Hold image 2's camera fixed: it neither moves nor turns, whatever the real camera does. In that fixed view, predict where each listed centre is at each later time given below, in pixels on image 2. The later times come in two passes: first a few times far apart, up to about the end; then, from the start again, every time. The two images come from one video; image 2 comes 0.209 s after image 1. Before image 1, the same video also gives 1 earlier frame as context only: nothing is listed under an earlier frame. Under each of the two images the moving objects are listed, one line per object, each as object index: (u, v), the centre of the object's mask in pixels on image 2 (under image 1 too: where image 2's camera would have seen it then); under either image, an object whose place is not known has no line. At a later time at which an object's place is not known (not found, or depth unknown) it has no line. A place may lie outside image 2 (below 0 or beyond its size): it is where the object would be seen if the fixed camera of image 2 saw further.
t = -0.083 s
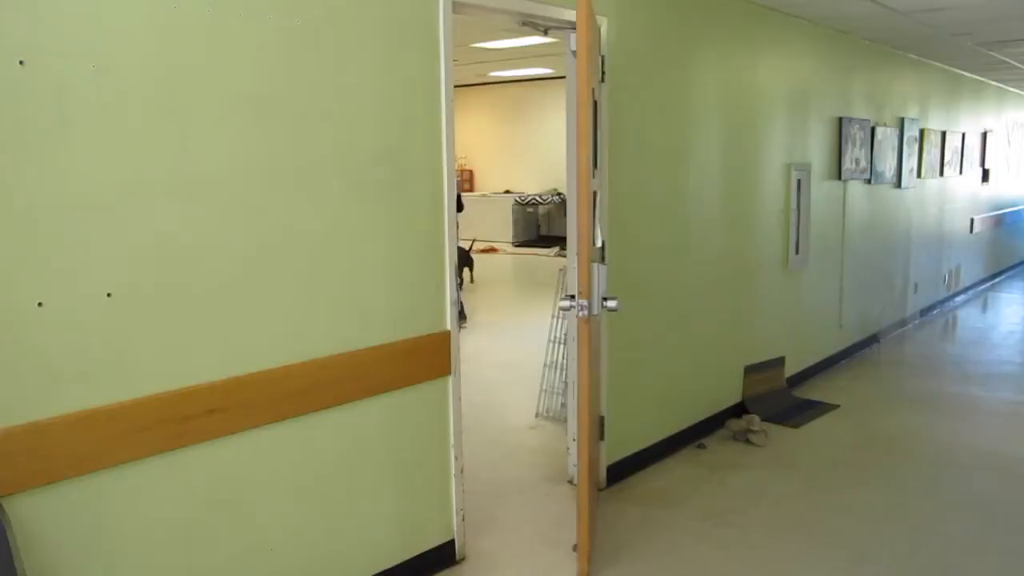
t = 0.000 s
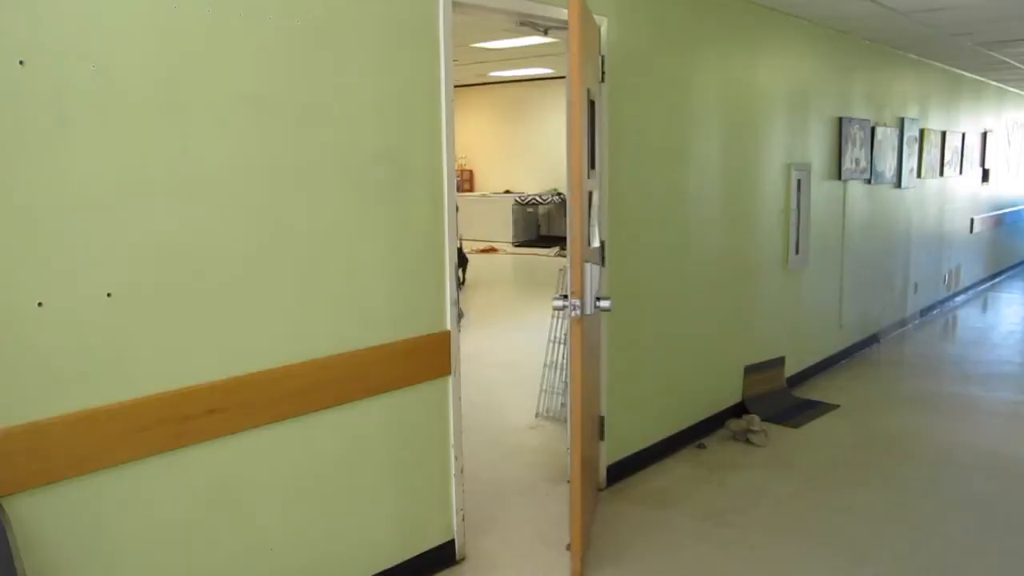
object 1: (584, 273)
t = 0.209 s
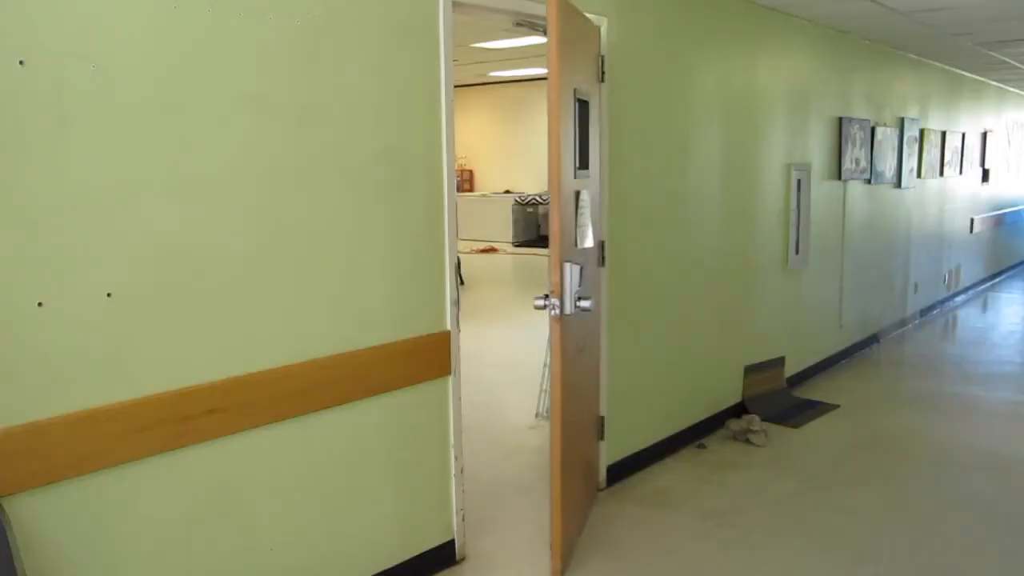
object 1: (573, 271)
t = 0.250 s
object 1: (570, 272)
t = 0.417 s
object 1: (561, 271)
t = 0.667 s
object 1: (548, 269)
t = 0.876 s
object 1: (539, 268)
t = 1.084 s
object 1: (531, 267)
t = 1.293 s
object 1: (527, 264)
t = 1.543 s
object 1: (527, 264)
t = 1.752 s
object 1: (526, 264)
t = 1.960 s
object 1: (527, 264)
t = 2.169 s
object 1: (527, 264)
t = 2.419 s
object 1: (527, 264)
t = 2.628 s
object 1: (527, 264)
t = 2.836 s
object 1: (527, 264)
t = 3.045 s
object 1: (527, 264)
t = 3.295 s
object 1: (527, 264)
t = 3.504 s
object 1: (527, 264)
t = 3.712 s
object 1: (527, 264)
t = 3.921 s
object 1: (527, 264)
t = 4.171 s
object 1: (527, 264)
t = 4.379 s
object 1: (527, 264)
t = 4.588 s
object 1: (528, 264)
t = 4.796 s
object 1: (527, 264)
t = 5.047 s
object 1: (527, 264)
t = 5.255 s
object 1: (528, 264)
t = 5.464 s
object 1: (527, 264)
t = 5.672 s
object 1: (527, 264)
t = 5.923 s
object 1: (528, 264)
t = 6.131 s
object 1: (527, 264)
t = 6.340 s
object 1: (528, 264)
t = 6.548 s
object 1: (528, 264)
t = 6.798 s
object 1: (527, 264)
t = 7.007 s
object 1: (527, 264)
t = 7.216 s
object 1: (527, 264)
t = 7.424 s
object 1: (527, 264)
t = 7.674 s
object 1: (527, 264)
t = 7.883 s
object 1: (527, 264)
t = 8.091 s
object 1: (527, 264)
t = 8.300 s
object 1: (527, 264)
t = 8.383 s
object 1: (527, 264)
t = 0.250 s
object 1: (570, 272)
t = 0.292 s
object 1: (568, 272)
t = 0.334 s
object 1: (566, 271)
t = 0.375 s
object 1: (564, 270)
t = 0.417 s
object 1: (561, 271)
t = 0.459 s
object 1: (559, 271)
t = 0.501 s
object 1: (557, 270)
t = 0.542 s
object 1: (555, 270)
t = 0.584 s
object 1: (553, 270)
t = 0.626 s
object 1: (551, 269)
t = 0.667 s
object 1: (548, 269)
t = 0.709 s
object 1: (546, 269)
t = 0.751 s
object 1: (545, 269)
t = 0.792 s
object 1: (543, 268)
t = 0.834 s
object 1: (541, 268)
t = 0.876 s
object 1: (539, 268)
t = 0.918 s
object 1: (538, 268)
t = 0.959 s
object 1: (536, 267)
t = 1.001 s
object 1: (534, 267)
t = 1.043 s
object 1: (533, 267)
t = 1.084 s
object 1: (531, 267)
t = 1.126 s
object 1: (529, 266)
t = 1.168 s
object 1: (528, 266)
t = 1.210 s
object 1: (527, 265)
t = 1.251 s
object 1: (527, 265)
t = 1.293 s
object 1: (527, 264)
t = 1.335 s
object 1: (527, 264)
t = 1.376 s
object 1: (527, 264)
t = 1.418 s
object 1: (526, 264)
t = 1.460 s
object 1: (527, 264)
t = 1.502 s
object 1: (527, 264)
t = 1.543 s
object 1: (527, 264)
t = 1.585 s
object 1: (526, 264)
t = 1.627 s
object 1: (526, 264)
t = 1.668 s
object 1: (526, 264)
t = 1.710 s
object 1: (526, 264)
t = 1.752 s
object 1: (526, 264)
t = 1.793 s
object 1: (526, 264)
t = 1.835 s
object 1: (526, 264)
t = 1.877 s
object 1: (527, 264)
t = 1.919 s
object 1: (527, 264)
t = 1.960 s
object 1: (527, 264)
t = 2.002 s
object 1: (527, 264)
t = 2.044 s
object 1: (527, 264)
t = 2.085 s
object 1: (527, 264)
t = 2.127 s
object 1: (527, 264)
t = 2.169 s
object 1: (527, 264)
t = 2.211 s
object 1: (527, 264)
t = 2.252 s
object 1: (527, 264)
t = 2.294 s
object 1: (527, 264)
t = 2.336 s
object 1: (527, 264)
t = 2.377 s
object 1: (527, 264)
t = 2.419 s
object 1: (527, 264)
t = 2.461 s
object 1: (527, 264)
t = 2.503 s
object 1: (527, 264)
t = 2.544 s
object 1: (527, 264)
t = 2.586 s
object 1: (527, 264)
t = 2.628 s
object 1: (527, 264)
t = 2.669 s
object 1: (527, 264)
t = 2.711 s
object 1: (527, 264)
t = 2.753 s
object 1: (527, 264)
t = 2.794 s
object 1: (527, 264)
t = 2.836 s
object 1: (527, 264)
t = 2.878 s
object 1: (527, 264)
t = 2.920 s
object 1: (527, 264)
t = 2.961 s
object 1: (527, 264)
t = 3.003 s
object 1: (527, 264)
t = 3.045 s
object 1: (527, 264)
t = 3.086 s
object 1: (527, 264)
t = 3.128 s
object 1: (527, 264)
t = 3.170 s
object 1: (527, 264)
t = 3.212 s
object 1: (527, 264)
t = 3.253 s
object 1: (527, 264)
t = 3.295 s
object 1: (527, 264)
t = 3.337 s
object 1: (527, 264)
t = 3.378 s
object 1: (527, 264)
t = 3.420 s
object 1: (527, 264)
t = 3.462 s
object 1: (527, 264)
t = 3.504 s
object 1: (527, 264)
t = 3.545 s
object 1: (527, 264)
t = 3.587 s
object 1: (527, 264)
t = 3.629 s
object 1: (527, 264)
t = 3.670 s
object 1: (527, 264)
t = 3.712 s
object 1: (527, 264)
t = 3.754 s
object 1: (527, 264)
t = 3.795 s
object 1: (527, 264)
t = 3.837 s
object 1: (527, 264)
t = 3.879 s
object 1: (527, 264)
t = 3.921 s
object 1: (527, 264)
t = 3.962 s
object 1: (527, 264)
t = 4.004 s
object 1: (527, 264)
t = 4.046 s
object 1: (527, 264)
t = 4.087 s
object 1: (527, 264)
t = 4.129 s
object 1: (527, 264)
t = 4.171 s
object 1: (527, 264)
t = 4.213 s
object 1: (527, 264)
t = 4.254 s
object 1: (527, 264)
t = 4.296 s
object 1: (527, 264)
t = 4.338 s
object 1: (527, 264)
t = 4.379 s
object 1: (527, 264)
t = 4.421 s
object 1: (527, 264)
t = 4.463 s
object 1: (527, 264)
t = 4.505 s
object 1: (527, 264)
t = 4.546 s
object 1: (527, 264)
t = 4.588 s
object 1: (528, 264)
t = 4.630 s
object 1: (528, 264)
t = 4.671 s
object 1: (527, 264)
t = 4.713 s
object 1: (527, 264)
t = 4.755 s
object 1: (527, 264)
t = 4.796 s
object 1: (527, 264)
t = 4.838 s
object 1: (527, 264)
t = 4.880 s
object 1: (528, 264)
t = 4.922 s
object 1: (528, 264)
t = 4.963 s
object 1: (527, 264)
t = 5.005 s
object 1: (528, 264)
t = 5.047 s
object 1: (527, 264)
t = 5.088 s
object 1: (527, 264)
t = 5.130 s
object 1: (527, 264)
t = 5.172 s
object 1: (527, 264)
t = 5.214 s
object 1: (528, 264)
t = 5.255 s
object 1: (528, 264)
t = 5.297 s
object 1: (527, 264)
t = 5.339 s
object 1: (528, 264)
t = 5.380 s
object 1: (528, 264)
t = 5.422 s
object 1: (527, 264)
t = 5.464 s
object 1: (527, 264)
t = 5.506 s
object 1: (527, 264)
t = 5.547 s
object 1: (528, 264)
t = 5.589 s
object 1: (527, 264)
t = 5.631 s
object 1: (527, 264)
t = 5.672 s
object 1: (527, 264)
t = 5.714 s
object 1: (527, 264)
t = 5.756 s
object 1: (528, 264)
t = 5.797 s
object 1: (527, 264)
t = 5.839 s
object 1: (528, 264)
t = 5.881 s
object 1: (528, 264)
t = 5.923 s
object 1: (528, 264)
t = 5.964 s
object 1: (527, 264)
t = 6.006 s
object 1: (528, 264)
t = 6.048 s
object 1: (527, 264)
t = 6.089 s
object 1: (527, 264)
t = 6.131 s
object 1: (527, 264)
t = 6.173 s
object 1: (527, 264)
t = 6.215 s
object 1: (527, 264)
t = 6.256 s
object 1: (527, 264)
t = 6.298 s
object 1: (527, 264)
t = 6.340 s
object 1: (528, 264)
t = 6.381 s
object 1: (527, 264)
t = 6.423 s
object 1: (528, 264)
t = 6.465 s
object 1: (528, 264)
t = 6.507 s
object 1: (528, 264)
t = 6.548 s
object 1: (528, 264)
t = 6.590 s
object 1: (527, 264)
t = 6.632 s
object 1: (527, 264)
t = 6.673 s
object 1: (527, 264)
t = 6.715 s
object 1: (527, 264)
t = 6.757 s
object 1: (527, 264)
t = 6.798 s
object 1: (527, 264)
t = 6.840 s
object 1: (527, 264)
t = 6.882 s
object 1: (527, 264)
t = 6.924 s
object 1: (527, 264)
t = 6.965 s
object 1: (527, 264)
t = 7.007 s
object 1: (527, 264)
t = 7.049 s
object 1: (527, 264)
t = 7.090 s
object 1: (527, 264)
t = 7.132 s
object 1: (527, 264)
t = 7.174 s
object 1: (527, 264)
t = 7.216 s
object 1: (527, 264)
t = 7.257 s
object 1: (527, 264)
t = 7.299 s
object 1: (527, 264)
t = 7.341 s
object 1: (527, 264)
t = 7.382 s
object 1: (527, 264)
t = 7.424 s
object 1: (527, 264)
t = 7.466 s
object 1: (527, 264)
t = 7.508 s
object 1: (527, 264)
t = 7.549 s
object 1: (527, 264)
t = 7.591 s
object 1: (527, 264)
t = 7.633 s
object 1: (527, 264)
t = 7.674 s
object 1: (527, 264)
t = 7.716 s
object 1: (527, 264)
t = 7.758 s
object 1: (527, 264)
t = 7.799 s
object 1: (528, 264)
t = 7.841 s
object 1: (527, 264)
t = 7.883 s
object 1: (527, 264)
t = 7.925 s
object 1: (527, 264)
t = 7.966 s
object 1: (527, 264)
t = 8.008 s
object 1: (527, 264)
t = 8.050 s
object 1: (527, 264)
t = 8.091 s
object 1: (527, 264)
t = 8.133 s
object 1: (527, 264)
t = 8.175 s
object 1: (527, 264)
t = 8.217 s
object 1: (527, 264)
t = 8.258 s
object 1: (527, 264)
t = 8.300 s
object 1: (527, 264)
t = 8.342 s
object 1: (527, 264)
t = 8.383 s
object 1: (527, 264)
